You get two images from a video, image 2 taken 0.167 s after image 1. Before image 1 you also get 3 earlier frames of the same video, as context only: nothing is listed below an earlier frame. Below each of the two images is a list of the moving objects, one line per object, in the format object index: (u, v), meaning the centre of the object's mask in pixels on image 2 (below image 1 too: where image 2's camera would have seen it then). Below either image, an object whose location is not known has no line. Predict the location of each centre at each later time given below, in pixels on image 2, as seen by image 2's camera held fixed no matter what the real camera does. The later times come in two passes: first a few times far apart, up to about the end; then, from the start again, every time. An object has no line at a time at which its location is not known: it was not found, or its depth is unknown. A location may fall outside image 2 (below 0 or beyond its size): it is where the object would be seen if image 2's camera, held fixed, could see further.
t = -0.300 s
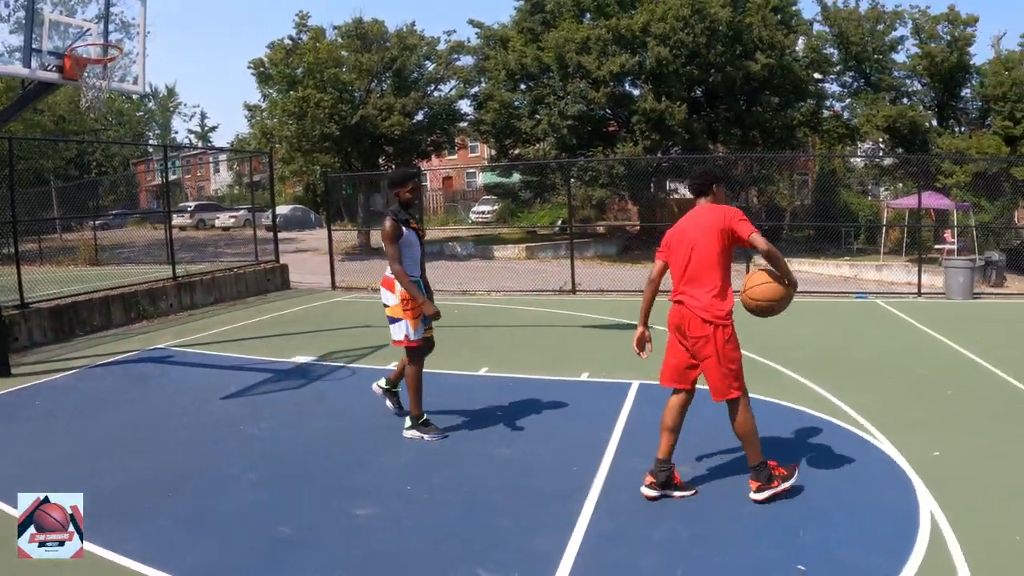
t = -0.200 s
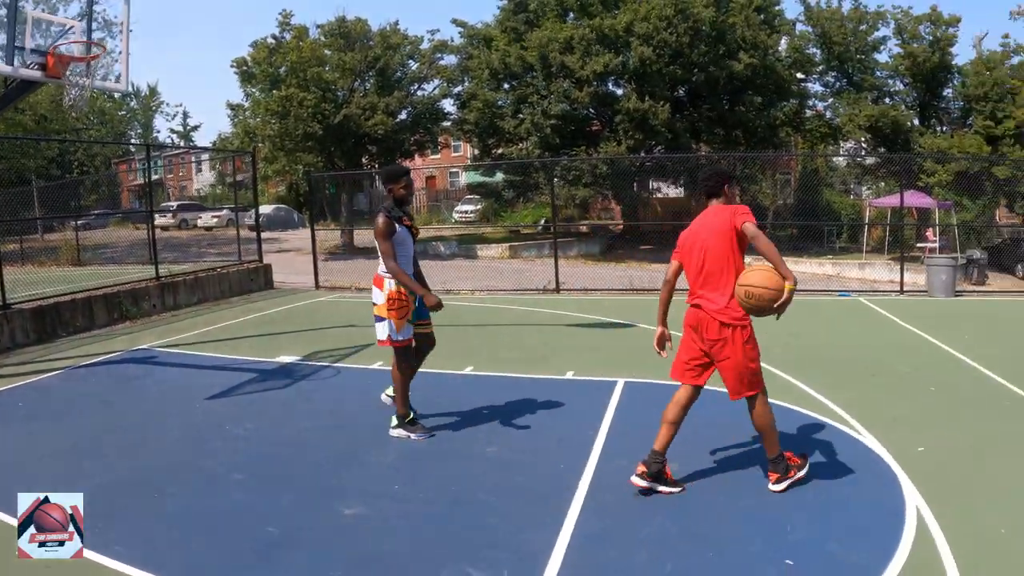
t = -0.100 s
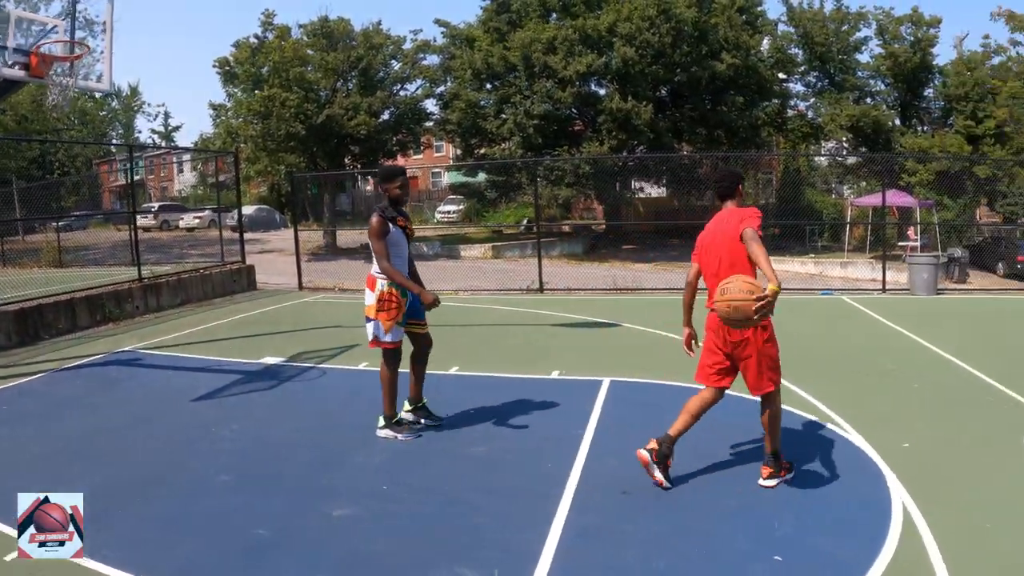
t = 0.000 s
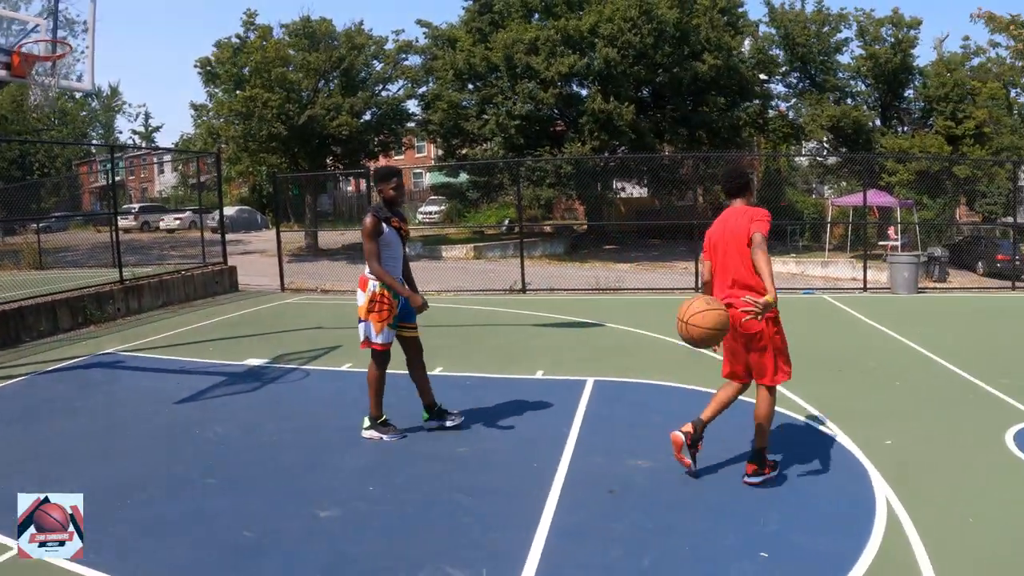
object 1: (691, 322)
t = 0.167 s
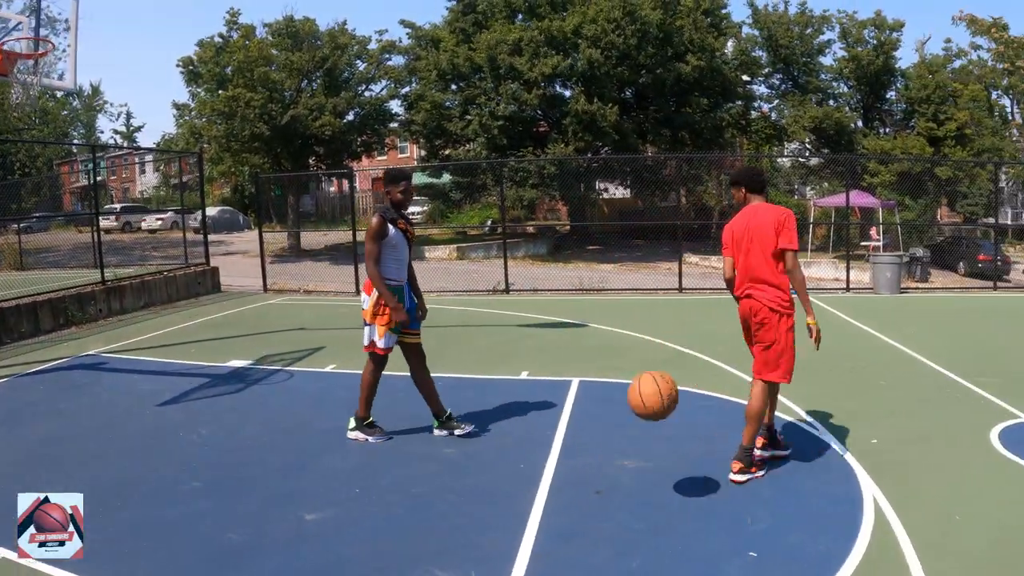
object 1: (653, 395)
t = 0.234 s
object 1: (639, 437)
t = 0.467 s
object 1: (609, 395)
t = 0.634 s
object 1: (591, 350)
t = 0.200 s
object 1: (646, 415)
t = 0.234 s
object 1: (639, 437)
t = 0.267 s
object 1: (632, 460)
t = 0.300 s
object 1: (625, 485)
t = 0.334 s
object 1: (622, 468)
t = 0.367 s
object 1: (619, 447)
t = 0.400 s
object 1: (616, 427)
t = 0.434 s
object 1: (613, 410)
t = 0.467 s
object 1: (609, 395)
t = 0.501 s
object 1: (605, 381)
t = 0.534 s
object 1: (602, 371)
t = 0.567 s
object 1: (598, 362)
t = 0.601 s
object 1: (594, 355)
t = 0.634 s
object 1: (591, 350)
